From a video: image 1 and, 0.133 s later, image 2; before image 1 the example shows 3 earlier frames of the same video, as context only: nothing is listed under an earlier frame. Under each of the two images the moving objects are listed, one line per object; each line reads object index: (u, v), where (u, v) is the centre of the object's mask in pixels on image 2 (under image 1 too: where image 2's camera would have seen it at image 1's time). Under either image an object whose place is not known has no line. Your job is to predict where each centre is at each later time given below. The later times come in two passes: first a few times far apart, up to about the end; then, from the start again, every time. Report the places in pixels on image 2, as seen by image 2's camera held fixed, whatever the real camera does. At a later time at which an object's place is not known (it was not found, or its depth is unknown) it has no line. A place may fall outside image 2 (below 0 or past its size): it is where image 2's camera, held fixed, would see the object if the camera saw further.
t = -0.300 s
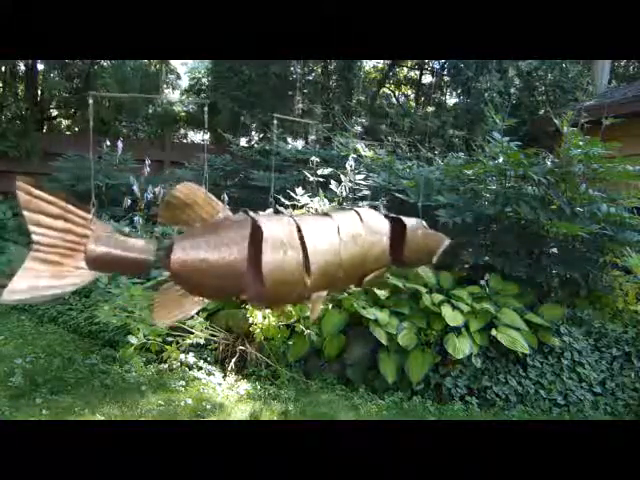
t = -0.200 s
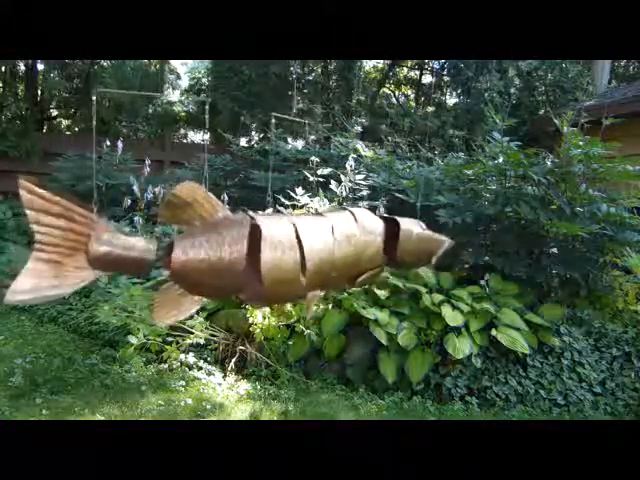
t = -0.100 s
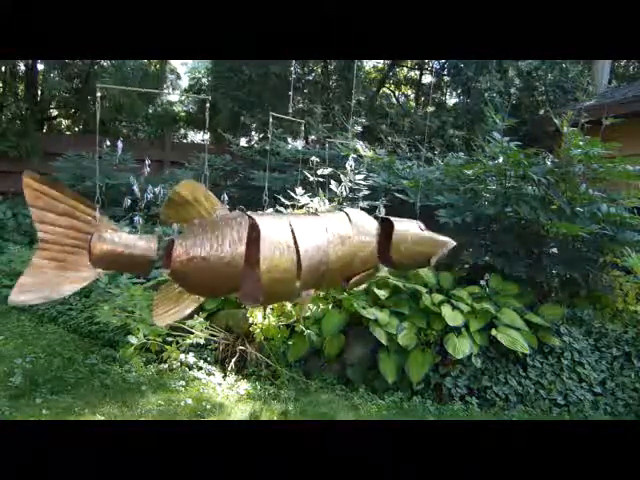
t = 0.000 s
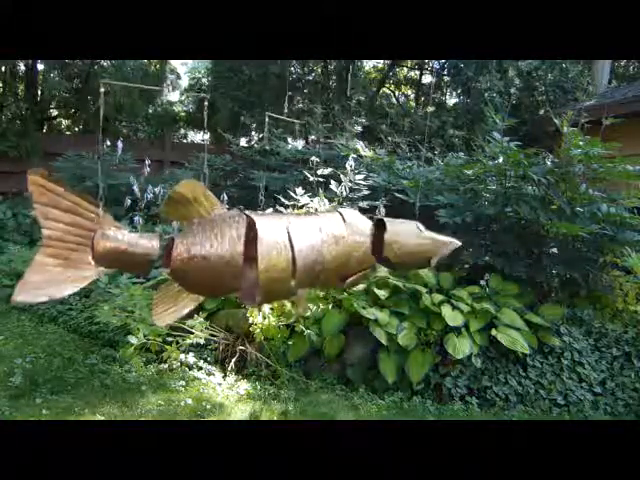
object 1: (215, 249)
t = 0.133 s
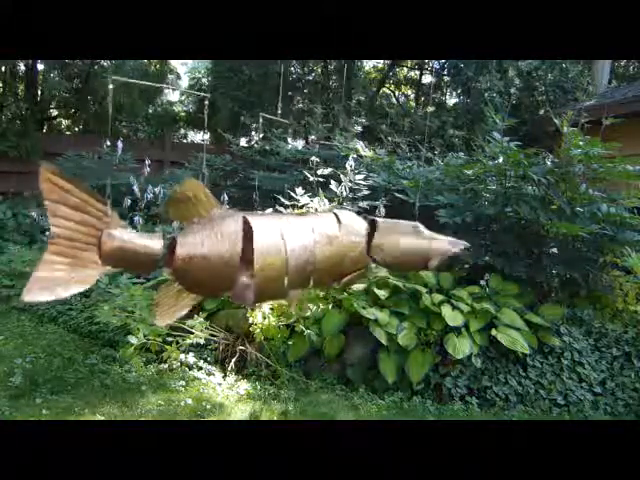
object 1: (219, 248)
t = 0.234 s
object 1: (226, 249)
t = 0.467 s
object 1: (245, 251)
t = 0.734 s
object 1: (276, 252)
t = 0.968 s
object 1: (291, 251)
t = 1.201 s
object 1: (285, 250)
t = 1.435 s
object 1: (262, 250)
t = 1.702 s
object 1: (238, 246)
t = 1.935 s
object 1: (249, 247)
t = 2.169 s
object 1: (259, 247)
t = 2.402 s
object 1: (279, 248)
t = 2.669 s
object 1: (298, 250)
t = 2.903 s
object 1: (308, 252)
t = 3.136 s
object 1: (308, 253)
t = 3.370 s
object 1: (304, 252)
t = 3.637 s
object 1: (302, 253)
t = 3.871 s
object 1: (299, 252)
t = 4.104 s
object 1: (288, 251)
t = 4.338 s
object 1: (273, 250)
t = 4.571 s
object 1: (252, 248)
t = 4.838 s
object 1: (231, 247)
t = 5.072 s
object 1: (223, 250)
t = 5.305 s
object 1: (259, 253)
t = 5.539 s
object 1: (300, 253)
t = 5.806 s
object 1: (306, 253)
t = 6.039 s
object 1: (313, 255)
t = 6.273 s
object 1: (327, 260)
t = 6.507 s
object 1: (344, 260)
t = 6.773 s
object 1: (370, 265)
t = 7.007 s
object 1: (383, 263)
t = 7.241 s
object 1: (392, 265)
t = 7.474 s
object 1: (396, 265)
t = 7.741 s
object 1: (393, 264)
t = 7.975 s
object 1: (389, 263)
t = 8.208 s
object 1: (393, 262)
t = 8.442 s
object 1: (397, 262)
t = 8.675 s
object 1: (397, 262)
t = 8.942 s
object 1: (376, 270)
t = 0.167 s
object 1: (222, 248)
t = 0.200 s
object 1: (224, 249)
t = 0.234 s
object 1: (226, 249)
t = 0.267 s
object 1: (227, 249)
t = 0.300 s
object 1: (229, 249)
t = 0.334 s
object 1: (232, 249)
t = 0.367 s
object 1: (235, 249)
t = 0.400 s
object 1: (238, 250)
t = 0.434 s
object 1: (243, 250)
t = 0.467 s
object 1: (245, 251)
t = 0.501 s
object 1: (249, 250)
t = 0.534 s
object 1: (253, 251)
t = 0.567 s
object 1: (256, 251)
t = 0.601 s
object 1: (259, 251)
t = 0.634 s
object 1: (264, 251)
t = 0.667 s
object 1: (267, 252)
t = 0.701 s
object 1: (272, 252)
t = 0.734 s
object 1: (276, 252)
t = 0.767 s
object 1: (277, 252)
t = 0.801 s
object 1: (280, 251)
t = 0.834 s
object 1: (282, 251)
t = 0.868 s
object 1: (284, 251)
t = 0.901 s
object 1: (286, 251)
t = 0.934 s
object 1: (290, 251)
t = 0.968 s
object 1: (291, 251)
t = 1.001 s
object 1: (292, 251)
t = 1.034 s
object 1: (292, 251)
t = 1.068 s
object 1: (292, 251)
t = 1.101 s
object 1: (291, 251)
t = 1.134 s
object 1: (290, 250)
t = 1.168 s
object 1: (287, 251)
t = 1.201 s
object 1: (285, 250)
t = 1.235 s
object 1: (282, 250)
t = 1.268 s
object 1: (281, 250)
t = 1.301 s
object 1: (277, 250)
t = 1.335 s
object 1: (274, 250)
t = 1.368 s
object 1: (270, 250)
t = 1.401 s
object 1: (266, 250)
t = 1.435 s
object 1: (262, 250)
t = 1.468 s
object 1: (259, 249)
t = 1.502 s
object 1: (255, 250)
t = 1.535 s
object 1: (252, 250)
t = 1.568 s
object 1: (248, 249)
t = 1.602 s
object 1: (245, 249)
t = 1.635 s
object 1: (243, 248)
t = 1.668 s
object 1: (240, 247)
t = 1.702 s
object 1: (238, 246)
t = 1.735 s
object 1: (238, 246)
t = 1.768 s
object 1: (242, 247)
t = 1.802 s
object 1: (244, 247)
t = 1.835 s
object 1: (246, 246)
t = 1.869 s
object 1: (247, 247)
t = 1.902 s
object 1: (248, 247)
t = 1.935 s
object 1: (249, 247)
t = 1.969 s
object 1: (250, 247)
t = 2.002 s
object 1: (251, 247)
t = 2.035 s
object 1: (252, 247)
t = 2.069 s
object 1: (252, 246)
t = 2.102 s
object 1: (252, 246)
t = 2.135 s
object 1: (256, 247)
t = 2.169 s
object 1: (259, 247)
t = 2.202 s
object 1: (261, 247)
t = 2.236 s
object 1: (266, 248)
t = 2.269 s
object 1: (270, 248)
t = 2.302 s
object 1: (273, 248)
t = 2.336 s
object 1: (276, 248)
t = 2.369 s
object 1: (277, 248)
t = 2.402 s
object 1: (279, 248)
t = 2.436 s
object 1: (281, 248)
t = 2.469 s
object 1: (285, 249)
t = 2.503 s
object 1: (286, 249)
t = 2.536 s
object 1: (289, 249)
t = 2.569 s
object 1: (294, 250)
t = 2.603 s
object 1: (294, 249)
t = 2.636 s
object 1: (296, 250)
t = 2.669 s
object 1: (298, 250)
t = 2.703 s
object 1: (302, 251)
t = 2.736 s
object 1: (303, 250)
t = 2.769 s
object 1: (303, 251)
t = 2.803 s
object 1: (305, 251)
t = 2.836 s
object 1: (306, 252)
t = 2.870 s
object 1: (306, 252)
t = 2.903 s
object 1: (308, 252)
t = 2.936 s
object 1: (308, 252)
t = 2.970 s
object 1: (308, 252)
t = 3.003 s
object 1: (308, 252)
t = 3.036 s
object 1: (308, 252)
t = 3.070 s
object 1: (308, 252)
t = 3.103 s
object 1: (309, 253)
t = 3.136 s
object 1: (308, 253)
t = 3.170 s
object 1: (308, 253)
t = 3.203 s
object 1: (307, 253)
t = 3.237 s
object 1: (306, 253)
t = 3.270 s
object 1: (306, 252)
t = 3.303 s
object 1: (305, 252)
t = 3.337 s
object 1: (305, 252)
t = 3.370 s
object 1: (304, 252)
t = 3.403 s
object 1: (304, 252)
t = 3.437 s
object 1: (305, 252)
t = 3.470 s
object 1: (303, 252)
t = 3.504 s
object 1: (303, 252)
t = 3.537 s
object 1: (303, 252)
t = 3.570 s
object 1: (304, 252)
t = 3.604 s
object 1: (303, 252)
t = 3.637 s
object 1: (302, 253)
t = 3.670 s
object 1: (302, 253)
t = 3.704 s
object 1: (302, 253)
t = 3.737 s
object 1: (302, 253)
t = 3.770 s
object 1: (300, 252)
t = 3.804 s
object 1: (299, 253)
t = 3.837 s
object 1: (299, 252)
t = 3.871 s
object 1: (299, 252)
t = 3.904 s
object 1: (297, 252)
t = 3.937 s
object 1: (296, 252)
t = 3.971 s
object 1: (294, 252)
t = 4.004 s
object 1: (293, 252)
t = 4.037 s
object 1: (291, 251)
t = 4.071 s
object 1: (289, 251)
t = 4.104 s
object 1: (288, 251)
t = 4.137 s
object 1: (285, 251)
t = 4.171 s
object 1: (284, 250)
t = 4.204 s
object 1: (282, 250)
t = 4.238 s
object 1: (281, 250)
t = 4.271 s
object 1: (279, 250)
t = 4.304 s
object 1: (275, 249)
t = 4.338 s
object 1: (273, 250)
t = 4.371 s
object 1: (270, 249)
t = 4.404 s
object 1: (267, 249)
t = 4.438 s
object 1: (263, 249)
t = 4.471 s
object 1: (260, 248)
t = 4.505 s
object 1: (257, 248)
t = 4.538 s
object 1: (254, 248)
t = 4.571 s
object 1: (252, 248)
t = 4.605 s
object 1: (248, 248)
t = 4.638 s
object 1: (243, 247)
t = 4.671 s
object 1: (241, 247)
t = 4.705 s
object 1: (237, 247)
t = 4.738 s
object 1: (235, 247)
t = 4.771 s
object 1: (234, 247)
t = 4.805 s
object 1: (233, 247)
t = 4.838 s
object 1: (231, 247)
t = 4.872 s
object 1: (230, 247)
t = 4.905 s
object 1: (228, 247)
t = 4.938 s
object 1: (225, 247)
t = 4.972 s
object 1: (224, 248)
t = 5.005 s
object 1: (221, 248)
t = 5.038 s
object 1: (222, 249)
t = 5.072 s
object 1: (223, 250)
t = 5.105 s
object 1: (227, 250)
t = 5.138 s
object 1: (231, 251)
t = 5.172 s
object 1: (235, 251)
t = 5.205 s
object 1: (242, 252)
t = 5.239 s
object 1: (247, 252)
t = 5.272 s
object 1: (253, 252)
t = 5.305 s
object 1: (259, 253)
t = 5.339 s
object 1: (269, 253)
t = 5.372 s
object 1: (272, 250)
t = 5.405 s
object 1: (279, 253)
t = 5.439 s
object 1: (281, 253)
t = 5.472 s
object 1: (288, 252)
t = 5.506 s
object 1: (294, 252)
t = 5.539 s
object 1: (300, 253)
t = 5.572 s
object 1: (303, 251)
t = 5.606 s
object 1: (304, 252)
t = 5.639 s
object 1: (305, 251)
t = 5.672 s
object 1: (307, 252)
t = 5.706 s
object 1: (306, 253)
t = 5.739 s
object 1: (306, 253)
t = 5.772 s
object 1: (307, 253)
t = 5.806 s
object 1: (306, 253)
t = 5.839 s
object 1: (307, 253)
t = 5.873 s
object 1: (307, 252)
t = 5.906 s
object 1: (308, 254)
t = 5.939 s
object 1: (308, 252)
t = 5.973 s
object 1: (308, 253)
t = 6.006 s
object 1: (310, 255)
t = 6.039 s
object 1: (313, 255)
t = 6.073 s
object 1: (315, 256)
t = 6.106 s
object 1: (315, 258)
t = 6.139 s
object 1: (320, 261)
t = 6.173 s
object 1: (321, 259)
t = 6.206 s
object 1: (324, 259)
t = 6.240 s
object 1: (324, 259)
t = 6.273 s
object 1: (327, 260)
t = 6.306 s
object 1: (330, 260)
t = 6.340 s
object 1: (331, 261)
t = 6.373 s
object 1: (334, 260)
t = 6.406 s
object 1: (340, 262)
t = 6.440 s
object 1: (339, 260)
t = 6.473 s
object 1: (344, 261)
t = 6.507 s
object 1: (344, 260)
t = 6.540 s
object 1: (351, 260)
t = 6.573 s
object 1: (355, 262)
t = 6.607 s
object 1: (355, 263)
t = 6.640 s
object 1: (357, 263)
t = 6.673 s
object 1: (361, 264)
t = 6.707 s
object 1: (364, 265)
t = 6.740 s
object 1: (366, 264)
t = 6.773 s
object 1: (370, 265)
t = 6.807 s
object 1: (374, 265)
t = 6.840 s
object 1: (376, 265)
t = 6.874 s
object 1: (377, 265)
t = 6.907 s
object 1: (379, 264)
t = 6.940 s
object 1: (382, 263)
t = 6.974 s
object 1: (382, 263)
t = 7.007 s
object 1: (383, 263)
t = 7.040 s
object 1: (384, 263)
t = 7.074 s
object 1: (387, 264)
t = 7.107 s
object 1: (387, 264)
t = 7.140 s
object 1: (390, 264)
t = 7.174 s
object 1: (392, 264)
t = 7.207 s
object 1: (392, 265)
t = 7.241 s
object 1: (392, 265)
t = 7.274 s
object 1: (392, 265)
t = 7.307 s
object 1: (394, 265)
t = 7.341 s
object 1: (394, 265)
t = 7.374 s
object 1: (395, 265)
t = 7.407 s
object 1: (396, 265)
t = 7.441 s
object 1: (396, 264)
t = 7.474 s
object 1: (396, 265)
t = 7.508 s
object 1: (395, 264)
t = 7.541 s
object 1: (395, 264)
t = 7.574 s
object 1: (395, 264)
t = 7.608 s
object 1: (395, 264)
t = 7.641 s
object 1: (395, 263)
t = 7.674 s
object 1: (394, 263)
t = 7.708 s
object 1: (394, 264)
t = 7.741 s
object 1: (393, 264)
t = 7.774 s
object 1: (393, 264)
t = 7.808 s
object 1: (392, 263)
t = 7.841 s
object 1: (391, 263)
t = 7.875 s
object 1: (391, 263)
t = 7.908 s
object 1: (389, 263)
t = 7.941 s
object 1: (389, 263)
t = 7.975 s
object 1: (389, 263)
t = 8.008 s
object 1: (389, 263)
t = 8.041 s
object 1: (389, 262)
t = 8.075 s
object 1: (390, 262)
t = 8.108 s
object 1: (390, 262)
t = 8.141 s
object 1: (392, 263)
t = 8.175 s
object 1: (393, 262)
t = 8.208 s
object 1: (393, 262)
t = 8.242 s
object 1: (393, 262)
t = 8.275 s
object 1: (394, 262)
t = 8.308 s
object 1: (394, 262)
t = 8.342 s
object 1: (394, 262)
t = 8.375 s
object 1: (395, 262)
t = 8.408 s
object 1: (396, 262)
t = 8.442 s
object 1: (397, 262)
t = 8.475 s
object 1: (397, 262)
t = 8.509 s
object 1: (398, 262)
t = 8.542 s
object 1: (397, 262)
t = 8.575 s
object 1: (398, 262)
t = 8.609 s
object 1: (398, 262)
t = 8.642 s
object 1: (397, 262)
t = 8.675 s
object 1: (397, 262)
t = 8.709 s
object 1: (398, 264)
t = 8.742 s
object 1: (397, 265)
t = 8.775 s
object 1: (394, 266)
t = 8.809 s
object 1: (391, 267)
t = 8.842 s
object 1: (389, 267)
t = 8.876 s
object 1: (385, 267)
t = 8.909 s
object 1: (380, 268)
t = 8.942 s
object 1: (376, 270)
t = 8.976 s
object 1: (372, 270)
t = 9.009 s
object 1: (366, 269)
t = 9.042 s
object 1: (360, 269)
